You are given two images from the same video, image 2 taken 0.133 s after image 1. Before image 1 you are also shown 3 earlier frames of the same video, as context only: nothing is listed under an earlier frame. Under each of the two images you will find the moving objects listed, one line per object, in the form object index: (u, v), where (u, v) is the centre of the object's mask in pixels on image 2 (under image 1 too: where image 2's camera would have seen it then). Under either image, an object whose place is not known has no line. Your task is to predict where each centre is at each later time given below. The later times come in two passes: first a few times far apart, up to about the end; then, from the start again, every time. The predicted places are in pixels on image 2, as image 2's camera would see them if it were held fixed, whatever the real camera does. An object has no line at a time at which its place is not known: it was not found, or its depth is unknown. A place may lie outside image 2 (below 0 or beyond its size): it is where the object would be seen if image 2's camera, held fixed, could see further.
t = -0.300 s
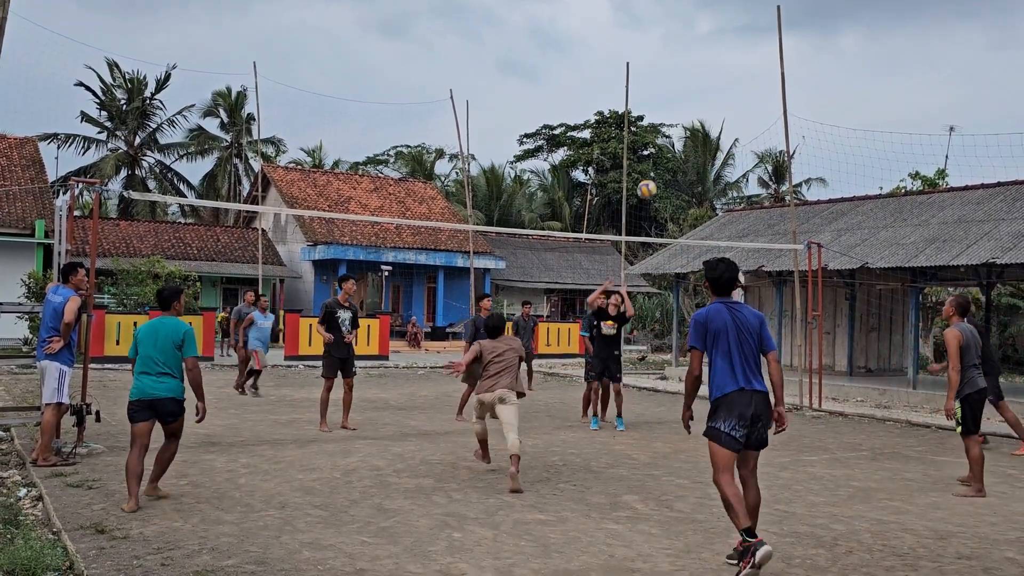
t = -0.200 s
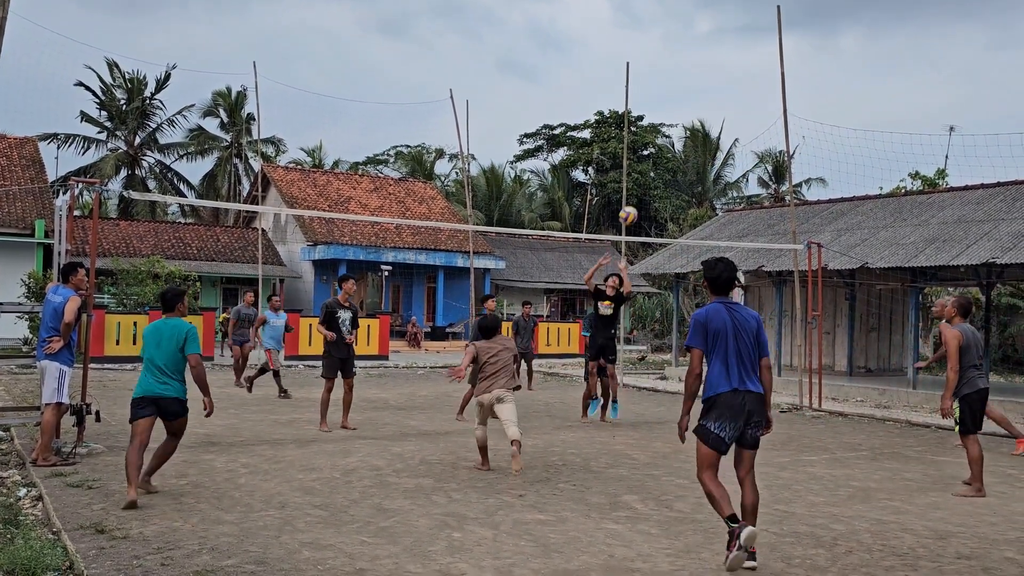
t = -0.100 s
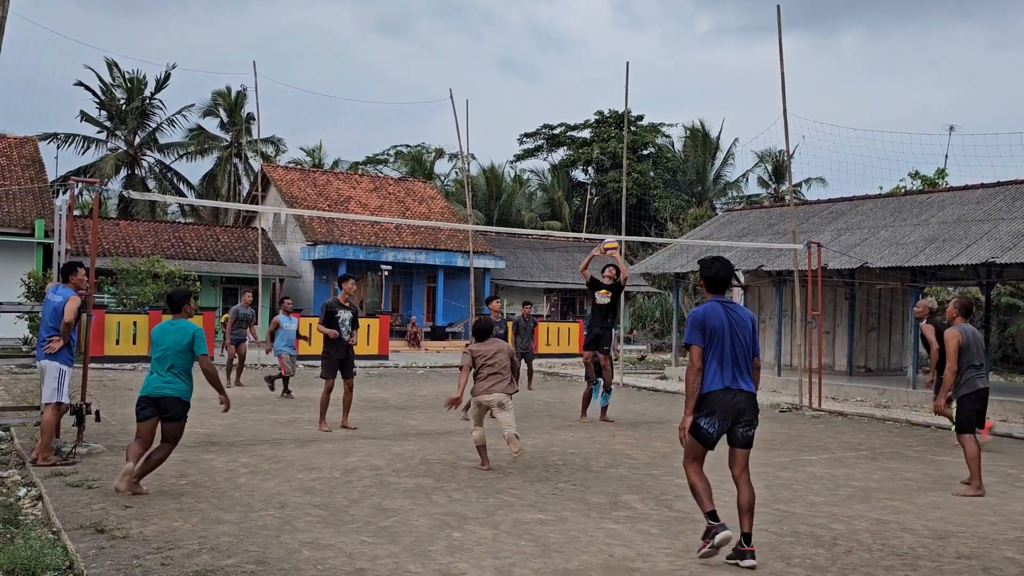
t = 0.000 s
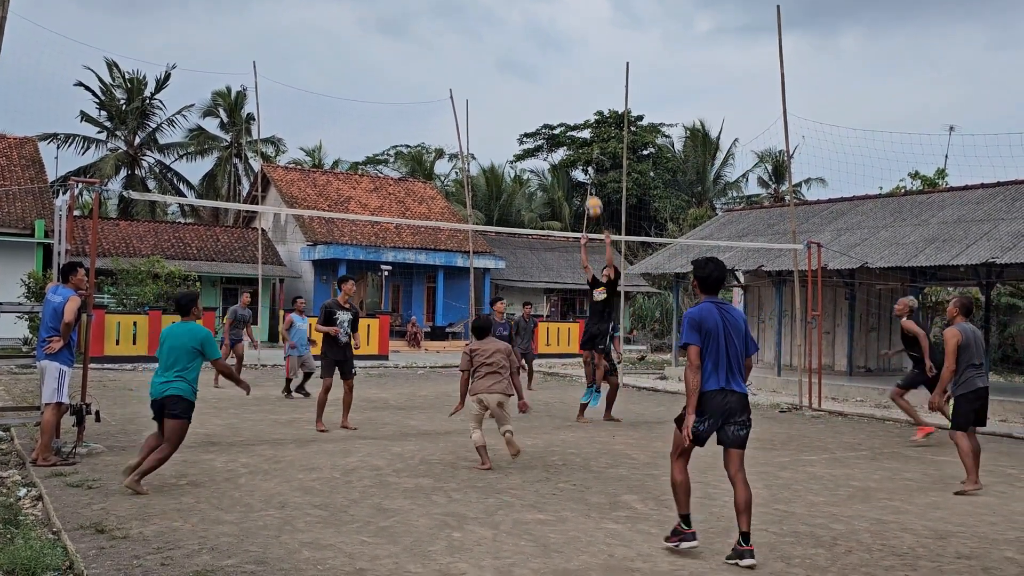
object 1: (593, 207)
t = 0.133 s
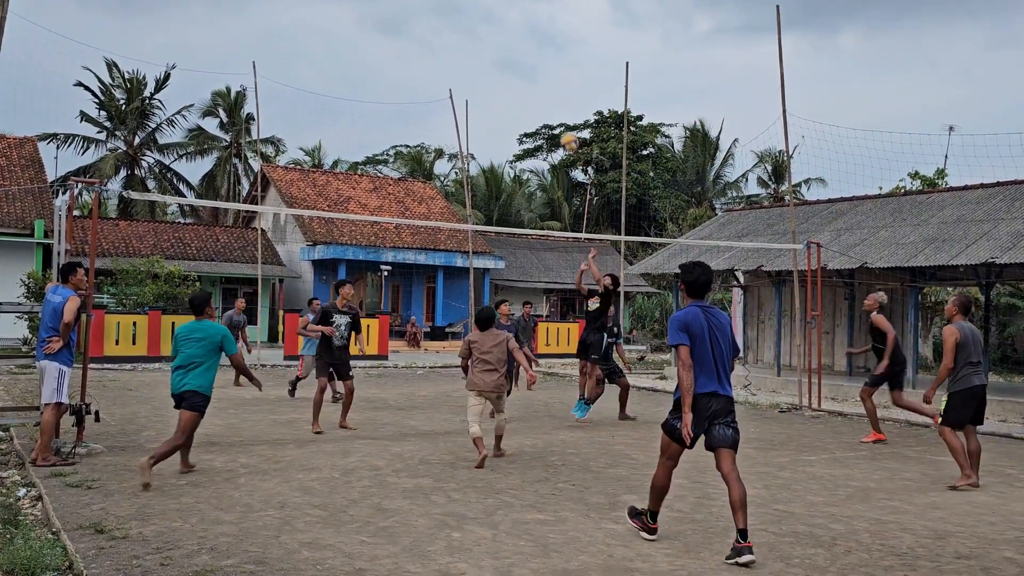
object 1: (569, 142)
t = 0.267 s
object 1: (542, 91)
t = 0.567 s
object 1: (476, 29)
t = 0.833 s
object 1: (409, 38)
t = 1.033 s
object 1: (351, 91)
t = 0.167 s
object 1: (563, 128)
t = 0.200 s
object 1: (556, 115)
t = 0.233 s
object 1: (549, 103)
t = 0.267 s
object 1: (542, 91)
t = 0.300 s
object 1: (535, 81)
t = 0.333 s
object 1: (529, 71)
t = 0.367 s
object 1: (522, 62)
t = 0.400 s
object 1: (514, 55)
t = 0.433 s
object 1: (507, 48)
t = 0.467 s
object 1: (500, 41)
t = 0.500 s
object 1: (492, 36)
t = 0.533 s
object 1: (484, 32)
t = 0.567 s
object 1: (476, 29)
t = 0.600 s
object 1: (469, 26)
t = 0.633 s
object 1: (461, 25)
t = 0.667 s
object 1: (452, 25)
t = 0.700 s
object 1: (444, 25)
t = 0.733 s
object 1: (435, 27)
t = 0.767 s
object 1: (426, 29)
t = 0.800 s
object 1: (418, 33)
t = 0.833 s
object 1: (409, 38)
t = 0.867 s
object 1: (400, 44)
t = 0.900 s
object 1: (390, 51)
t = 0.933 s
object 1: (381, 59)
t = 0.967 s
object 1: (371, 69)
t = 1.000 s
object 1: (362, 79)
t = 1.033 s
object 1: (351, 91)
